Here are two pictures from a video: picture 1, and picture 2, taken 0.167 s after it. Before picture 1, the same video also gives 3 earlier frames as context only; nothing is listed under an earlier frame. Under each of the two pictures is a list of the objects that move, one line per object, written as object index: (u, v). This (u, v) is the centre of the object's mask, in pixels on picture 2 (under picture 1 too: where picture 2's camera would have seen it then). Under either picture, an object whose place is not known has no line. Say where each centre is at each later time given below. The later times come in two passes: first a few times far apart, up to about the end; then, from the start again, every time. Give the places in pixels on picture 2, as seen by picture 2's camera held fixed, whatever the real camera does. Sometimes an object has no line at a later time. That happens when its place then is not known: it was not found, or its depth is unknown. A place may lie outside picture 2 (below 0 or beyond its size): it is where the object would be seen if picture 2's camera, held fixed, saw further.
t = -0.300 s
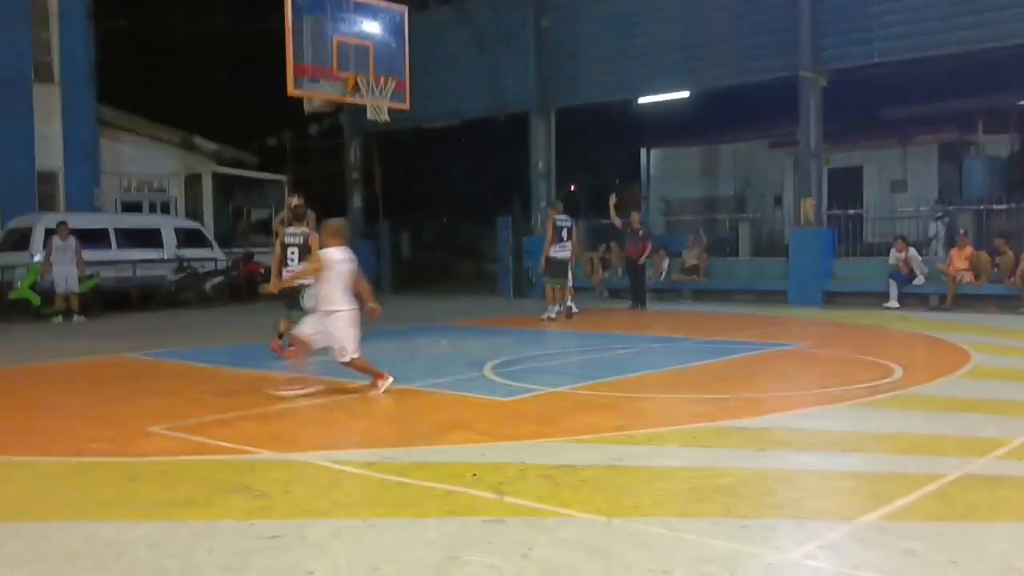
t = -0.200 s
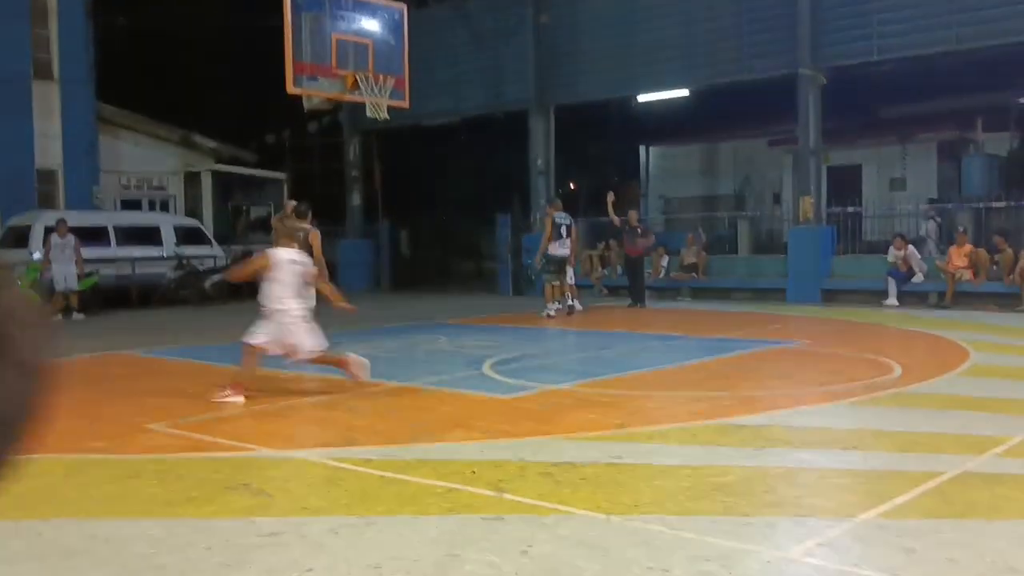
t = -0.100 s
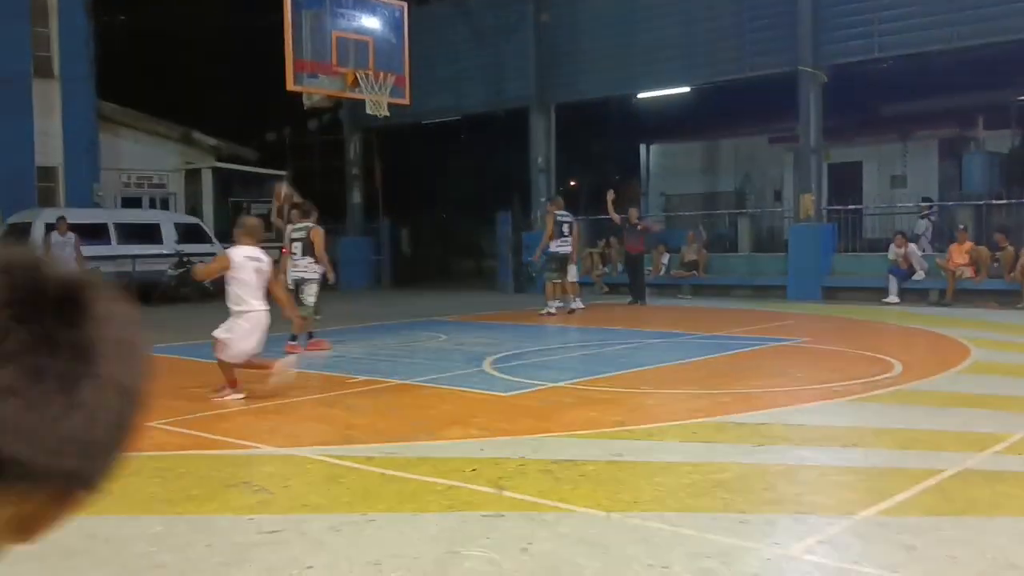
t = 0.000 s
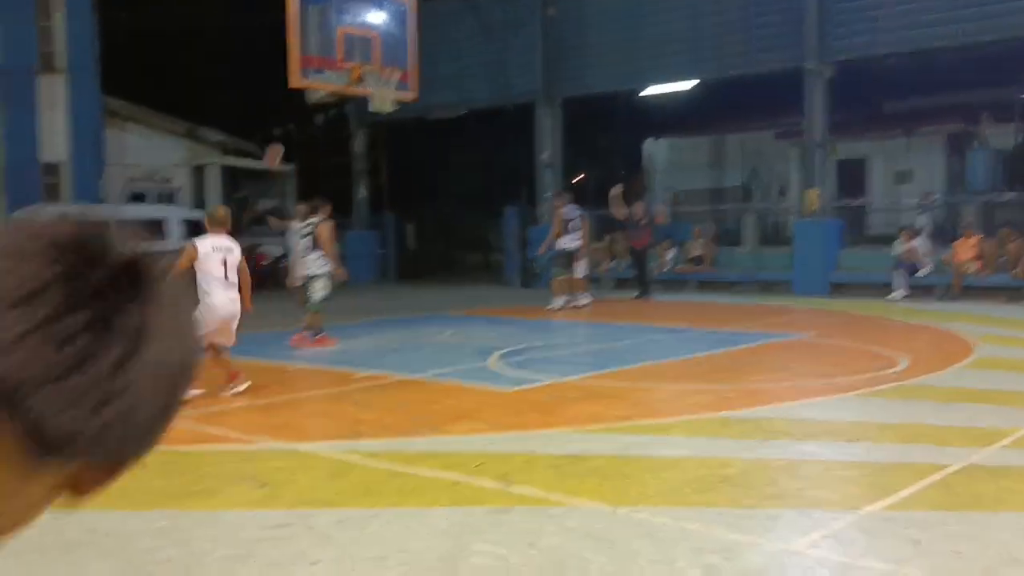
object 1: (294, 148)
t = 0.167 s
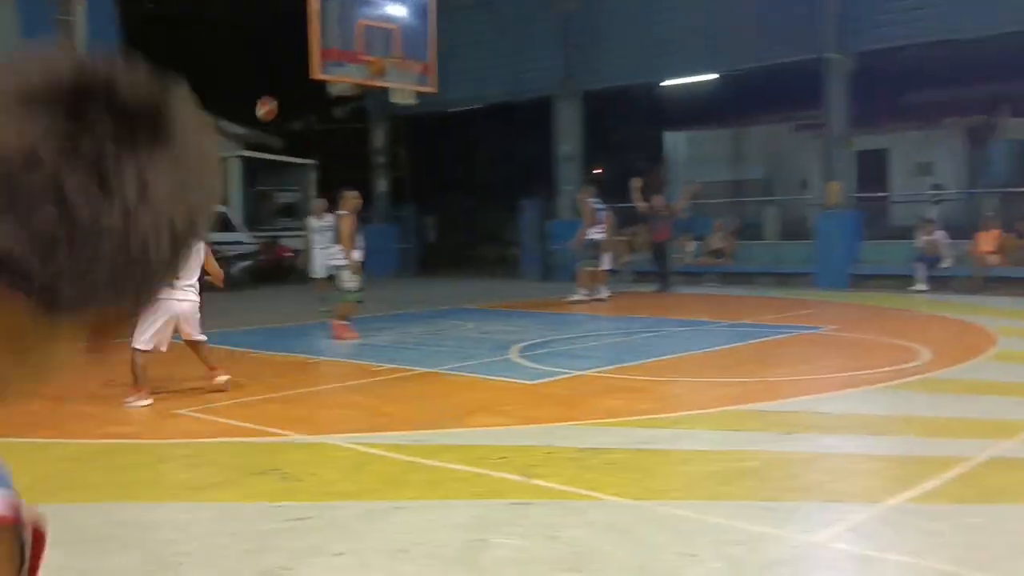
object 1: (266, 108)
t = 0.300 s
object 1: (242, 85)
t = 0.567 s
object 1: (181, 86)
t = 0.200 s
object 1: (260, 101)
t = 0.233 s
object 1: (254, 95)
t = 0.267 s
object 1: (248, 90)
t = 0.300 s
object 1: (242, 85)
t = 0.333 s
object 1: (235, 81)
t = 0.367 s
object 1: (228, 79)
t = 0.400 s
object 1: (222, 78)
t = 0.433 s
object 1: (215, 77)
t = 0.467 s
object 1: (207, 77)
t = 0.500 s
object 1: (197, 79)
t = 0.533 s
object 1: (189, 81)
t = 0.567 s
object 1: (181, 86)
